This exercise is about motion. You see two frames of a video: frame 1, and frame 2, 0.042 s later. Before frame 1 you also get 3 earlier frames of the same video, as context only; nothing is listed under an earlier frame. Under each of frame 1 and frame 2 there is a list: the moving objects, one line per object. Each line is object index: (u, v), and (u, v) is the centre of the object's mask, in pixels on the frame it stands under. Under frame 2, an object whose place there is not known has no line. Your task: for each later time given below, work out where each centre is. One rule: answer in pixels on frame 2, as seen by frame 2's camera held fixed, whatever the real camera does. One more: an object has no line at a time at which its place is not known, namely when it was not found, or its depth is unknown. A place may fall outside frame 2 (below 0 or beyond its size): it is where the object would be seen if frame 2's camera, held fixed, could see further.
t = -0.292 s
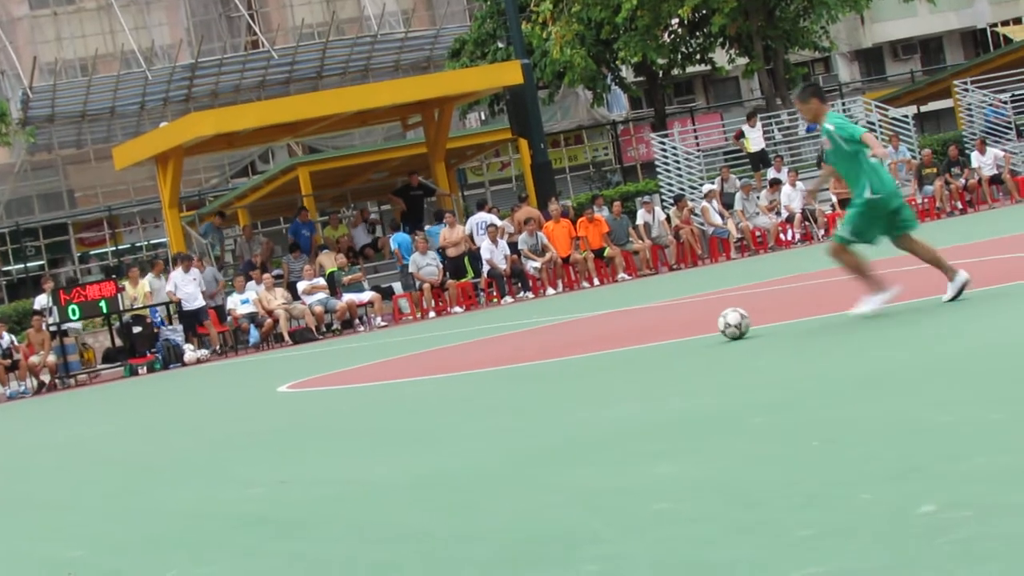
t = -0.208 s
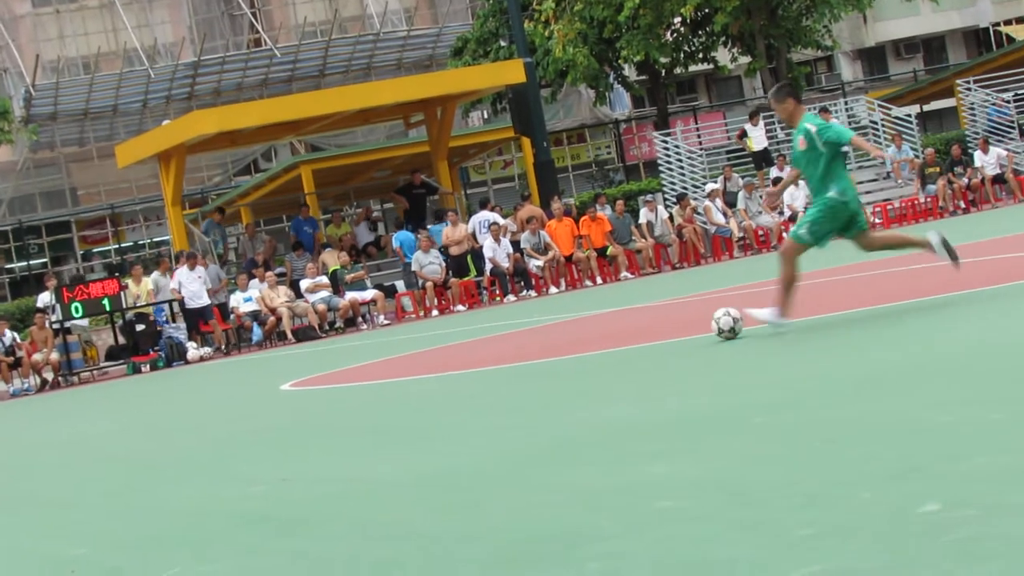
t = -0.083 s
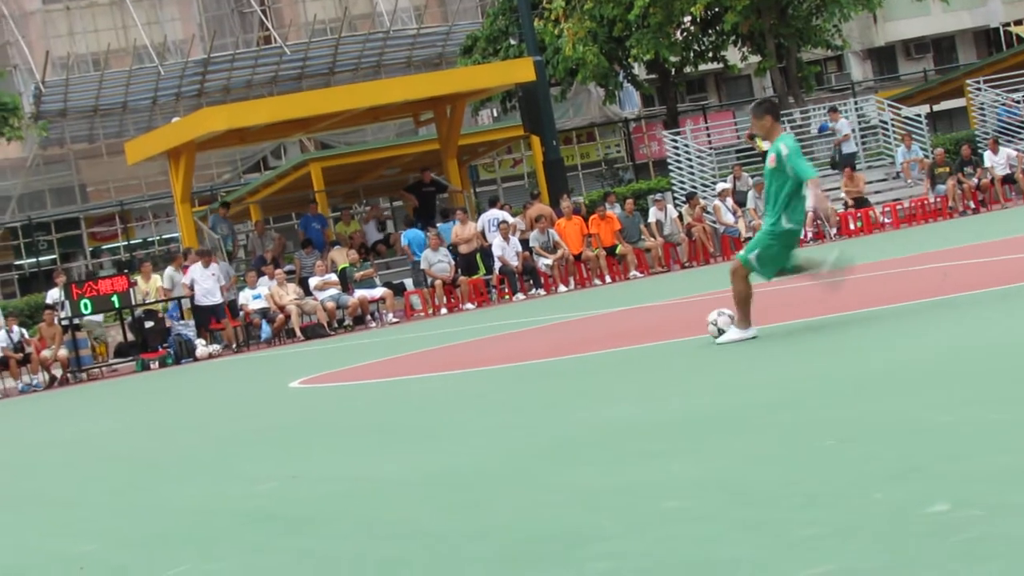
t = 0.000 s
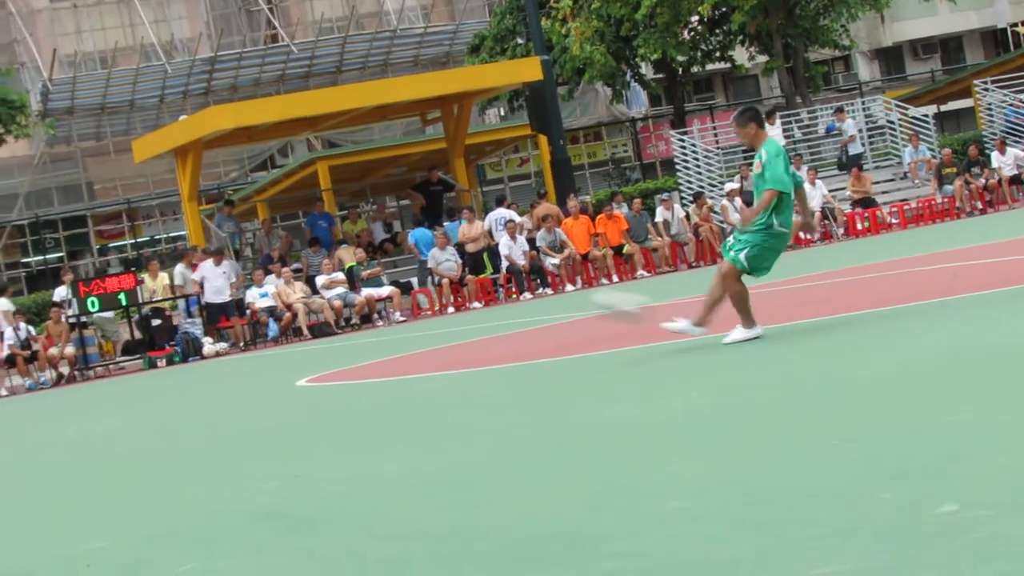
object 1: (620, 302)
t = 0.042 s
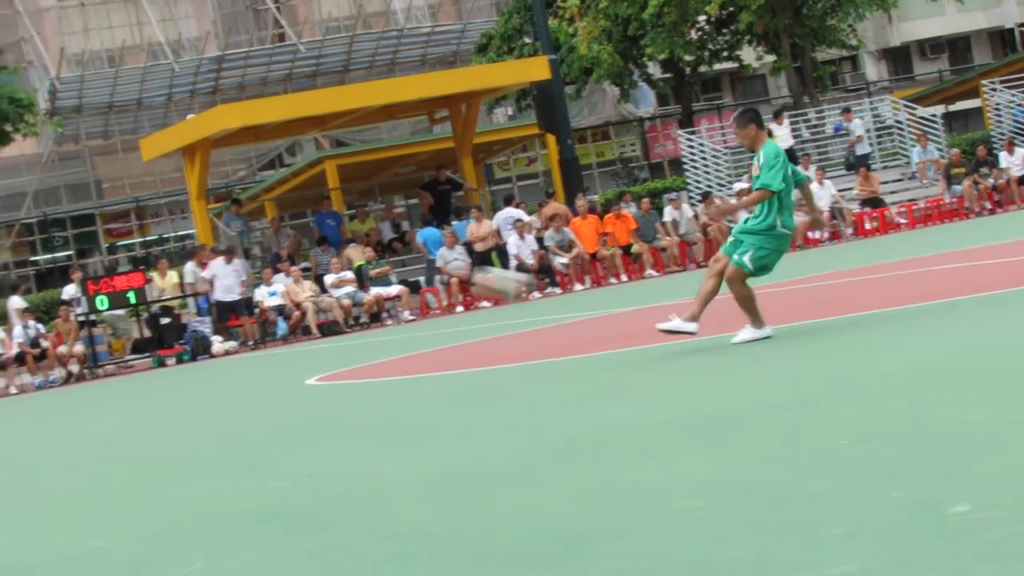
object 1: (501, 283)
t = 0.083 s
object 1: (374, 261)
